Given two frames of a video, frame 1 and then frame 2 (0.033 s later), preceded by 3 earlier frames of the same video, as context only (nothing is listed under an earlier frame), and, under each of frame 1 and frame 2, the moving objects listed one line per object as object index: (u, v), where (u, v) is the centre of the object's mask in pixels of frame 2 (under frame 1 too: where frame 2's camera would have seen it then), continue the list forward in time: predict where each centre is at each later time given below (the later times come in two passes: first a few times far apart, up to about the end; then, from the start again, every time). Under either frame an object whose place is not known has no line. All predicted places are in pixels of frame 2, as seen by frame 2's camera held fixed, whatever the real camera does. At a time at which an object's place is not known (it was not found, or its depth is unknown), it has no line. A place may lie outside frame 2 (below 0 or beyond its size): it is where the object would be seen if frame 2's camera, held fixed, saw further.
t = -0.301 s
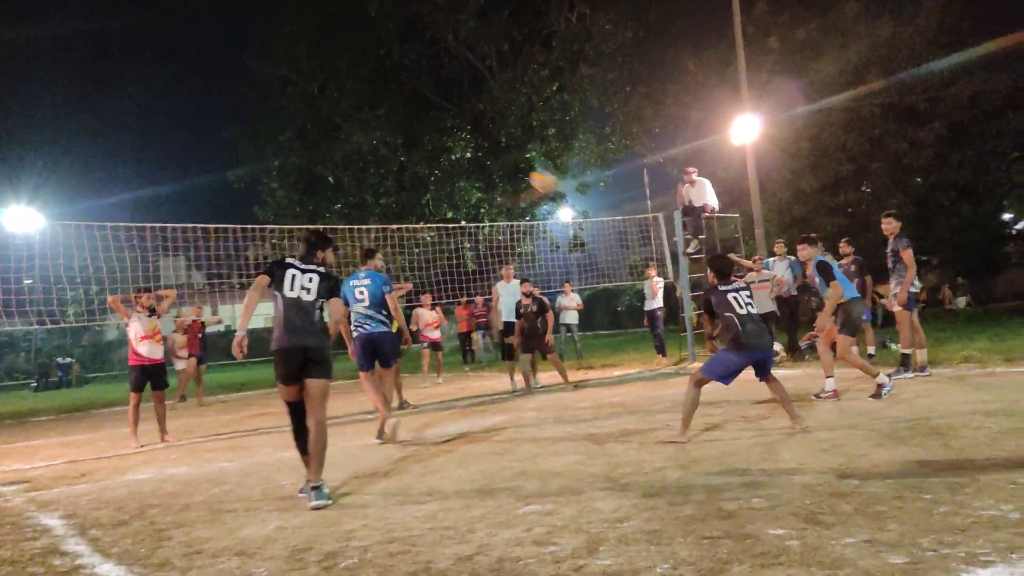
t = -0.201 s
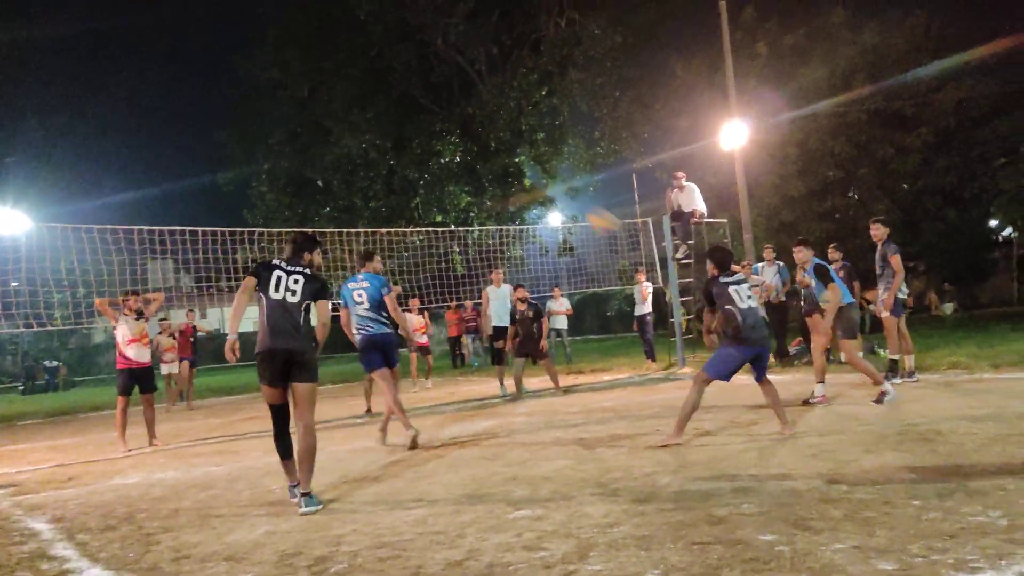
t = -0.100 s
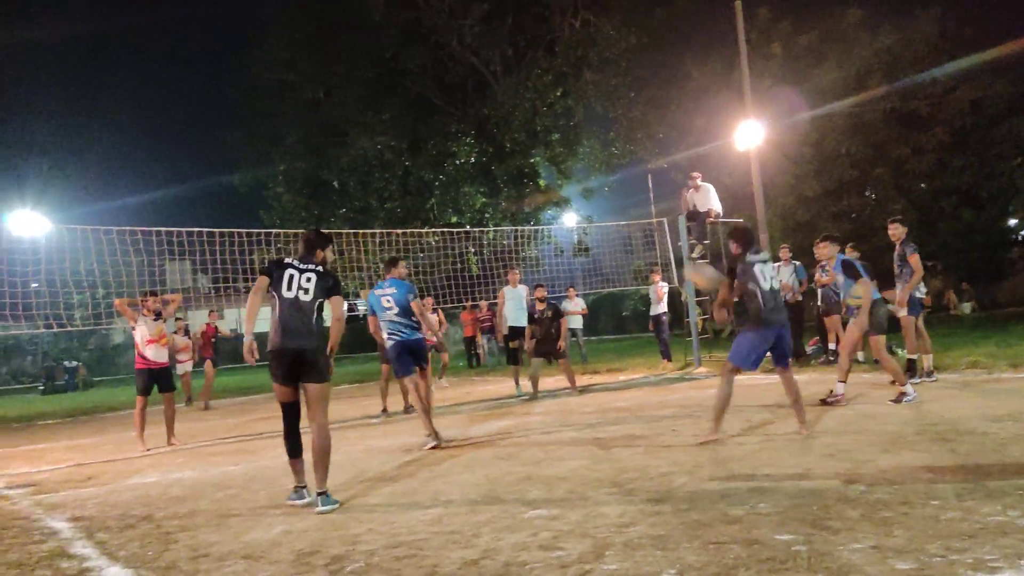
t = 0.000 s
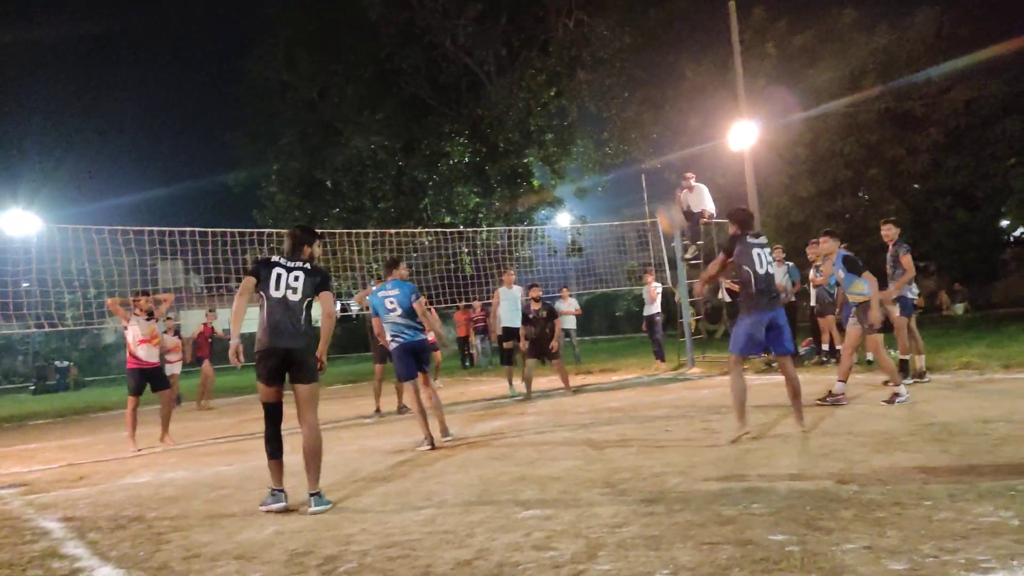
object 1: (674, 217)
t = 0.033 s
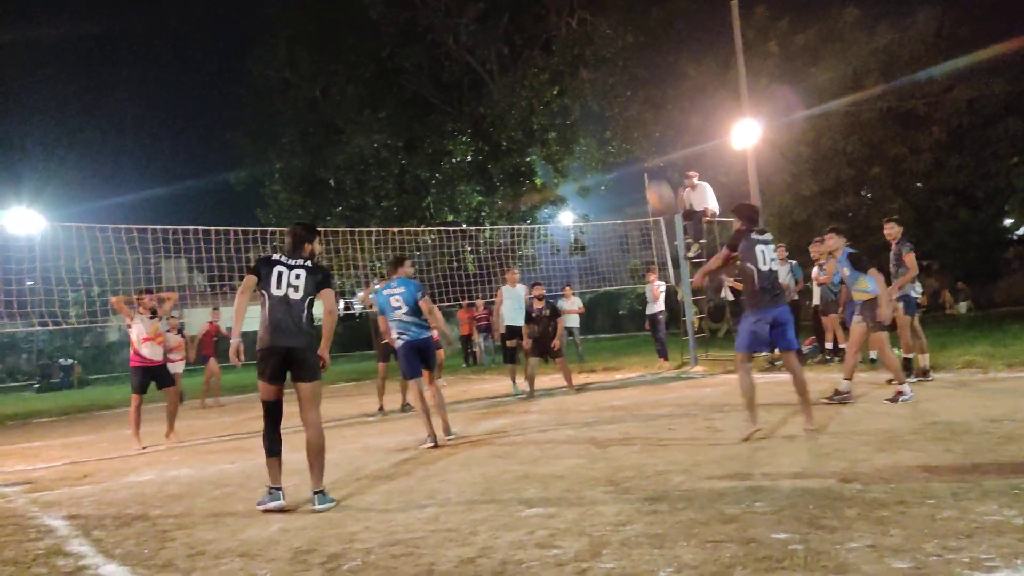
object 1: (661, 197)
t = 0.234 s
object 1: (587, 101)
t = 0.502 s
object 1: (513, 53)
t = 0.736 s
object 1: (463, 70)
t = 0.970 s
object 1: (426, 129)
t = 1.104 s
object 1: (409, 178)
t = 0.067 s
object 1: (647, 176)
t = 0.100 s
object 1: (635, 158)
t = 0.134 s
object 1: (621, 140)
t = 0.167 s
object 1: (610, 126)
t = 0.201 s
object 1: (598, 113)
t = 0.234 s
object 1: (587, 101)
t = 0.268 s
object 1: (576, 90)
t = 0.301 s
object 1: (567, 81)
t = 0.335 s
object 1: (557, 73)
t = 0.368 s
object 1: (547, 67)
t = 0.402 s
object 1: (538, 61)
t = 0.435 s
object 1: (529, 58)
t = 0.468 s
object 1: (521, 55)
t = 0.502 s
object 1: (513, 53)
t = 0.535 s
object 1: (505, 53)
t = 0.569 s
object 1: (497, 54)
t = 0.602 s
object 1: (490, 55)
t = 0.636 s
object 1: (483, 57)
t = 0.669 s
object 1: (476, 61)
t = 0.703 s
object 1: (470, 65)
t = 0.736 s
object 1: (463, 70)
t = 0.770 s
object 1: (457, 75)
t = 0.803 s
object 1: (451, 82)
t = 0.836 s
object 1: (445, 90)
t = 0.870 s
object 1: (440, 99)
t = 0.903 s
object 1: (436, 108)
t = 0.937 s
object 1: (431, 118)
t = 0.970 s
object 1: (426, 129)
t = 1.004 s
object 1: (421, 140)
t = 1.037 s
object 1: (417, 152)
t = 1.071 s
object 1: (413, 165)
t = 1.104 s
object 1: (409, 178)
